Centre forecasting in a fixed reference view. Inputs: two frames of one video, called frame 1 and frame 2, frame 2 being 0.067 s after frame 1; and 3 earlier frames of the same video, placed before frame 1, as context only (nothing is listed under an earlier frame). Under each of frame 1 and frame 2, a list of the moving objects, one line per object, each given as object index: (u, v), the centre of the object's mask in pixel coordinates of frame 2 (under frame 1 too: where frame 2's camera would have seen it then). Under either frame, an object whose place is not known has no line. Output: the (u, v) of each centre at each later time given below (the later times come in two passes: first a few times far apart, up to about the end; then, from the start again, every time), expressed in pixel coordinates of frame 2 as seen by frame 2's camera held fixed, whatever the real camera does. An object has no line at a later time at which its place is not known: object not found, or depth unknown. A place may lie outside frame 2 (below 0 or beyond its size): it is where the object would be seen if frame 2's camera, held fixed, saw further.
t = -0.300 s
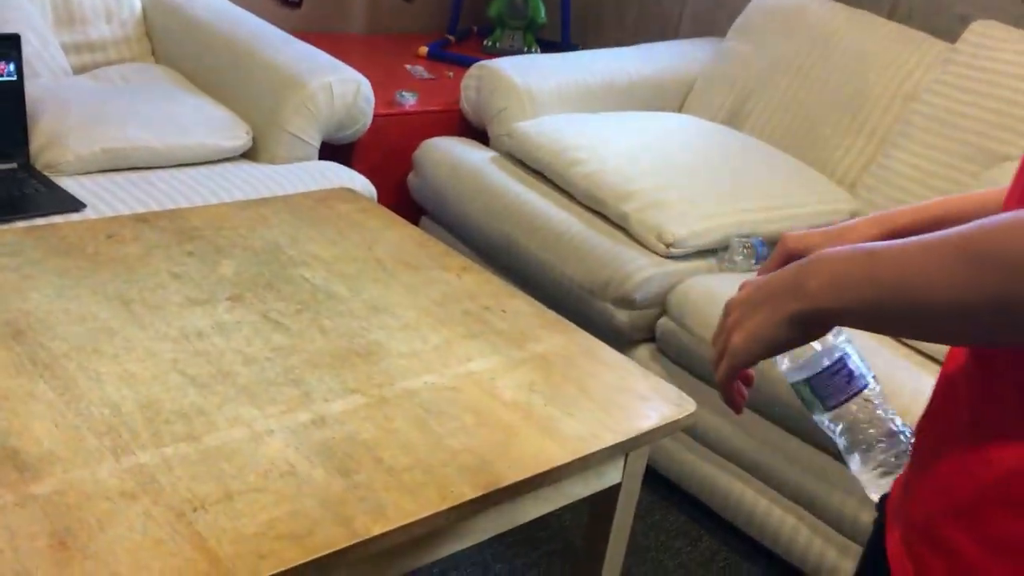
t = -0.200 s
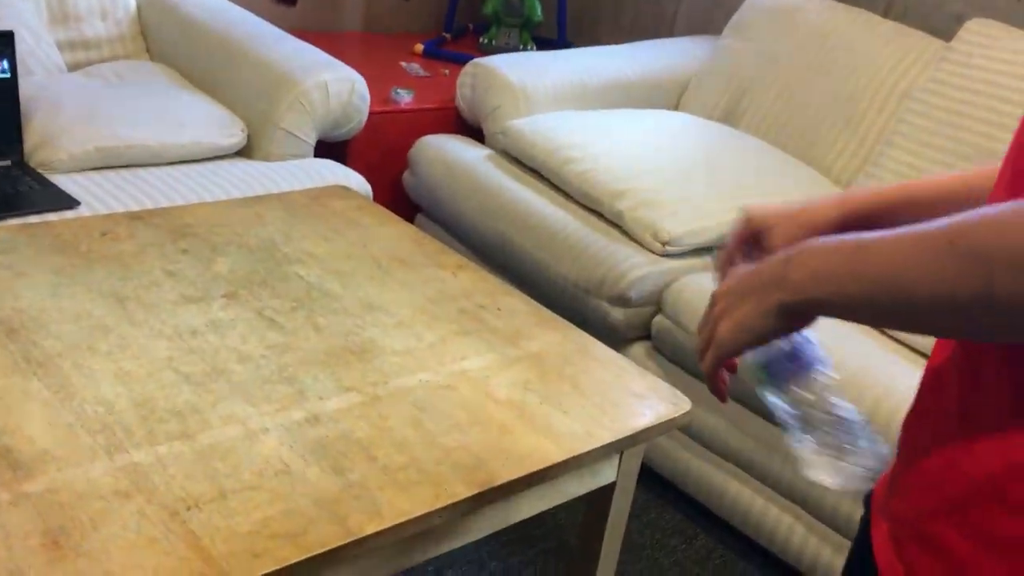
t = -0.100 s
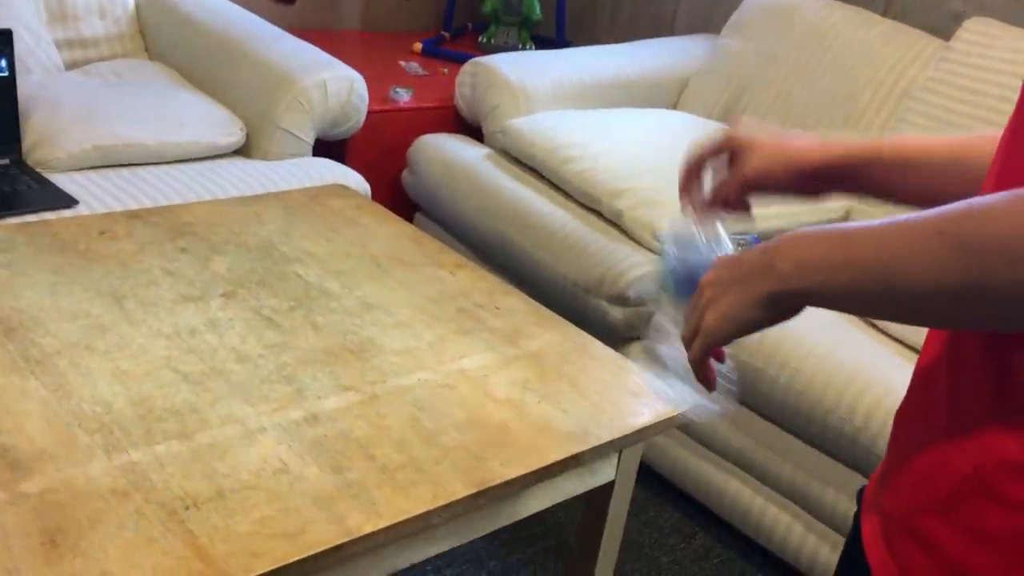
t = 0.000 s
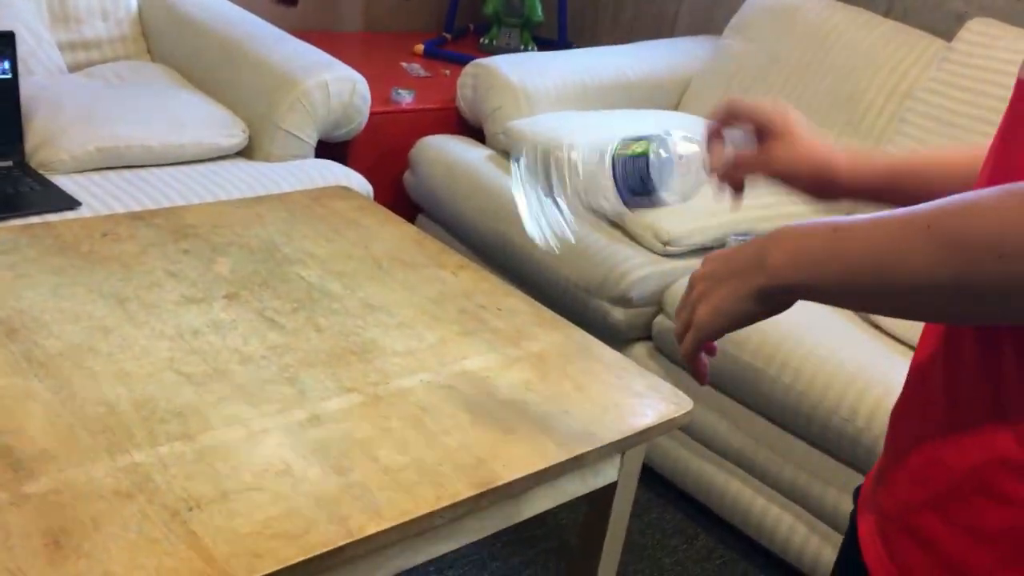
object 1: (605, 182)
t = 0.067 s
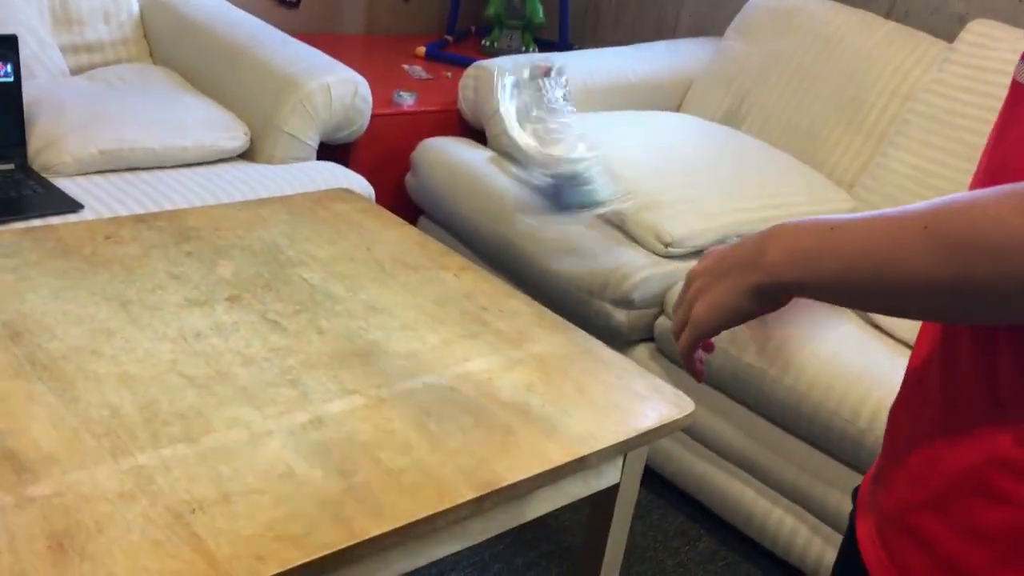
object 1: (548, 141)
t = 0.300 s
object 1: (423, 126)
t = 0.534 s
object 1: (385, 251)
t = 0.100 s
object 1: (514, 93)
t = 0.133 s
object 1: (464, 87)
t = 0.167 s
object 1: (447, 51)
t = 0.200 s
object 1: (458, 59)
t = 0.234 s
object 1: (449, 73)
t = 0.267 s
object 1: (434, 97)
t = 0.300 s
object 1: (423, 126)
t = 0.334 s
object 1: (409, 176)
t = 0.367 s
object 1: (395, 237)
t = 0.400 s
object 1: (391, 260)
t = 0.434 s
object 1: (393, 260)
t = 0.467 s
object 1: (392, 258)
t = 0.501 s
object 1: (390, 253)
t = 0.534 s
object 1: (385, 251)
